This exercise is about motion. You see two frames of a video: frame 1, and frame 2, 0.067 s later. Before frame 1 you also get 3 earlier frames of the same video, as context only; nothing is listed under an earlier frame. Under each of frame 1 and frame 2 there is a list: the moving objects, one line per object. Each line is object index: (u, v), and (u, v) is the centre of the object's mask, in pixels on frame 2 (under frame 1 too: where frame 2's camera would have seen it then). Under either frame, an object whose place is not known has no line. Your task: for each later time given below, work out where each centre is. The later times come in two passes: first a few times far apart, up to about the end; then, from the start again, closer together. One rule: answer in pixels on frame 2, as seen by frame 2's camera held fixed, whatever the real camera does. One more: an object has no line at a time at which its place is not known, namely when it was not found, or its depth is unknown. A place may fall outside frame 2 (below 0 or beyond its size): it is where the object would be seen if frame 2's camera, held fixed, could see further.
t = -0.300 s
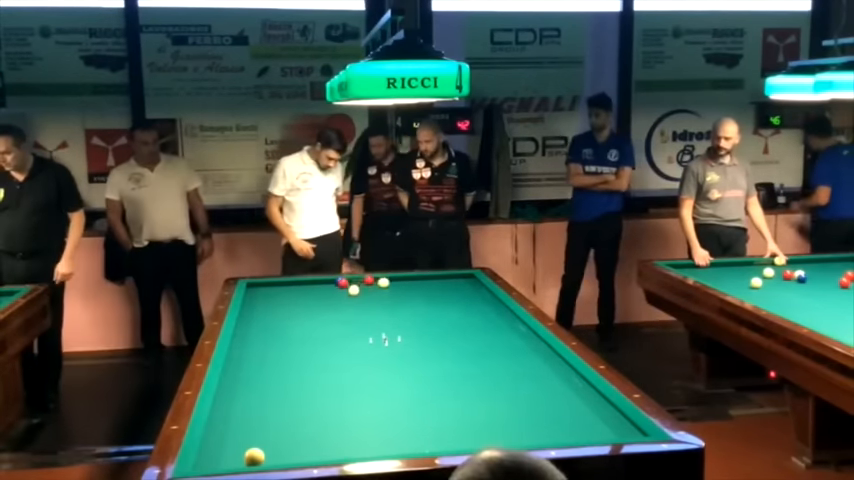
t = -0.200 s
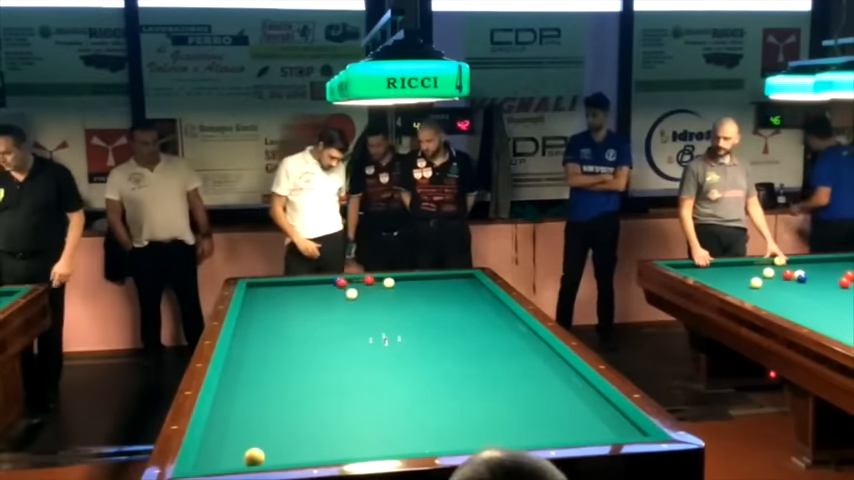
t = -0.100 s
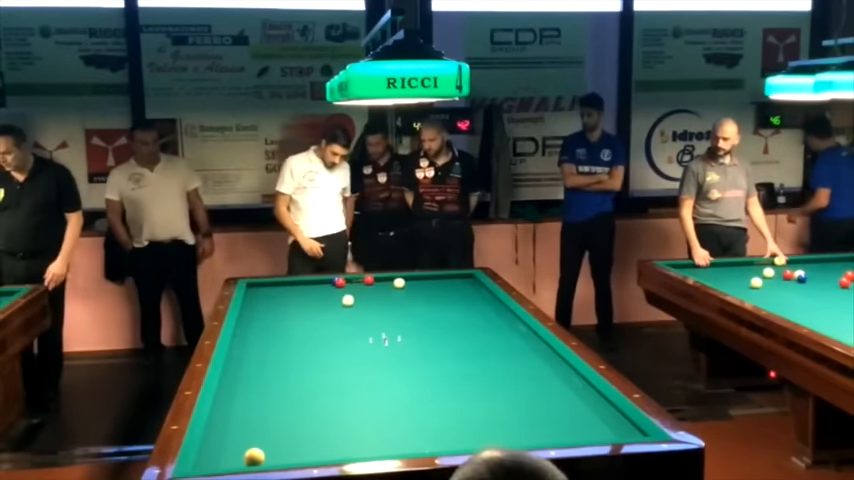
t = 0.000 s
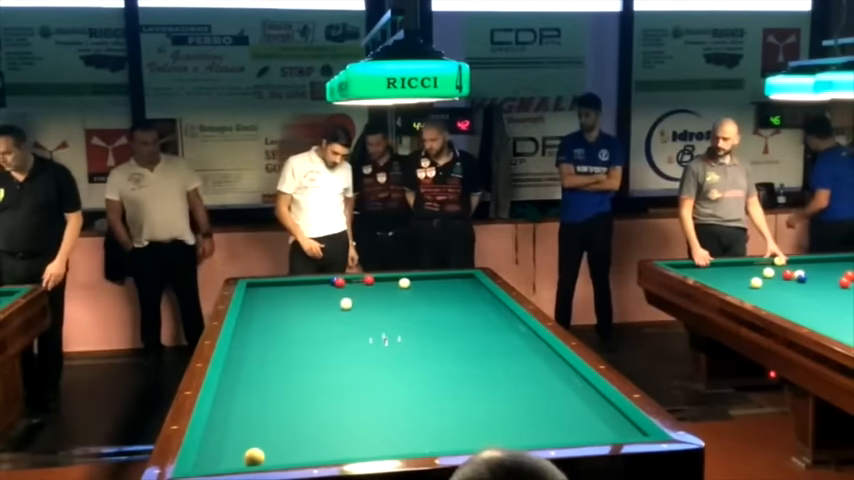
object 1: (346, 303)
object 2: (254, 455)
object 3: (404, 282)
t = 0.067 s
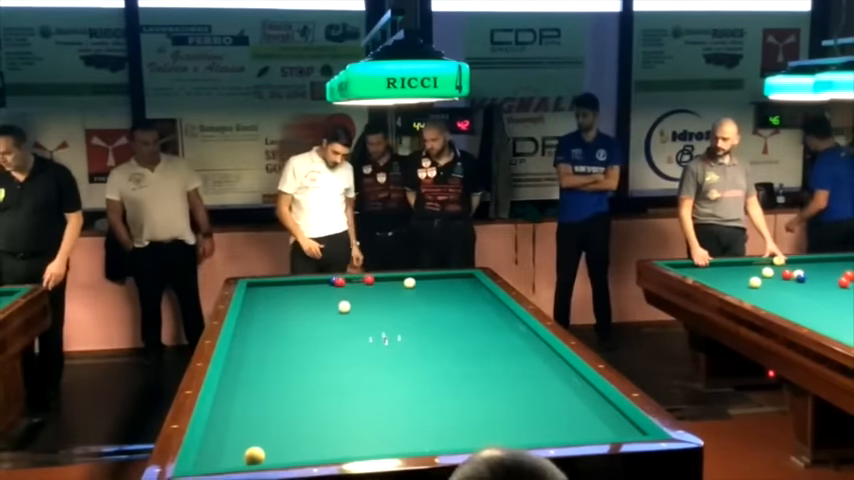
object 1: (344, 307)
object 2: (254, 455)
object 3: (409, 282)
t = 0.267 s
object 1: (337, 318)
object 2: (253, 455)
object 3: (424, 283)
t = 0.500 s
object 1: (330, 331)
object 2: (256, 451)
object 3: (442, 283)
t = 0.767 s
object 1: (320, 350)
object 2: (254, 455)
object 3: (462, 284)
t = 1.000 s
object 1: (309, 369)
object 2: (254, 455)
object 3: (478, 284)
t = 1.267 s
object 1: (295, 394)
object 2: (254, 455)
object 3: (470, 285)
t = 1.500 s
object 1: (281, 419)
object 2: (254, 454)
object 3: (463, 286)
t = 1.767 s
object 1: (269, 449)
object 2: (246, 459)
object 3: (456, 287)
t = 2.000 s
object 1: (285, 455)
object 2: (228, 449)
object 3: (449, 289)
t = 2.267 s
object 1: (294, 451)
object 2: (214, 435)
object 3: (442, 290)
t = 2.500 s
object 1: (300, 447)
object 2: (221, 423)
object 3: (437, 291)
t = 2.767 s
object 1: (308, 439)
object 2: (231, 411)
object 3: (431, 292)
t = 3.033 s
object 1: (314, 433)
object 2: (241, 400)
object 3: (425, 293)
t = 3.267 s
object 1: (320, 428)
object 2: (248, 392)
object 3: (420, 293)
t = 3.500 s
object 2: (255, 384)
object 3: (416, 294)
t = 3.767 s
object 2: (263, 375)
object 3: (411, 295)
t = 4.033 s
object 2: (269, 368)
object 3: (407, 296)
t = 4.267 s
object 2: (275, 362)
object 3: (404, 296)
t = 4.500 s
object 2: (280, 356)
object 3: (400, 297)
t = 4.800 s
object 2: (286, 349)
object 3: (397, 297)
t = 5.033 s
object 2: (290, 344)
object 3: (394, 298)
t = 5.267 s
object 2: (294, 340)
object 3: (393, 298)
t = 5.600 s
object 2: (300, 334)
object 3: (390, 299)
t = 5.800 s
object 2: (303, 330)
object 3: (389, 299)
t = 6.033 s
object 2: (306, 327)
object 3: (388, 300)
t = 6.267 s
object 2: (309, 323)
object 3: (388, 300)
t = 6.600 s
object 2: (313, 319)
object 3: (387, 300)
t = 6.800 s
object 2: (315, 317)
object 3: (387, 300)
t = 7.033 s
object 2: (317, 314)
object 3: (387, 300)
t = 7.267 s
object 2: (319, 312)
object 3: (387, 300)
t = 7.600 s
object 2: (322, 308)
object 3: (387, 300)
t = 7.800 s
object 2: (324, 306)
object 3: (387, 300)
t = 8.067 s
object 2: (326, 304)
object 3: (387, 300)
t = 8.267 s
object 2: (327, 302)
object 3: (387, 300)
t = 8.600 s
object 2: (329, 300)
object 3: (387, 300)
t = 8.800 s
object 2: (331, 298)
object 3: (387, 300)
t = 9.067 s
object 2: (332, 296)
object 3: (387, 300)
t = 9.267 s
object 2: (333, 295)
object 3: (387, 300)
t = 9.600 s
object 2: (334, 293)
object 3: (387, 300)
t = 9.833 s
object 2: (335, 292)
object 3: (387, 300)
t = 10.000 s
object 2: (336, 292)
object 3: (387, 300)
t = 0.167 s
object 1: (341, 312)
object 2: (253, 455)
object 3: (417, 282)
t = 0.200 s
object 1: (340, 314)
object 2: (253, 455)
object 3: (419, 283)
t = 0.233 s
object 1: (339, 316)
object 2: (253, 455)
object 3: (422, 283)
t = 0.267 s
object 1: (337, 318)
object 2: (253, 455)
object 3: (424, 283)
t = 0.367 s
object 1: (335, 324)
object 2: (256, 455)
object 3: (432, 283)
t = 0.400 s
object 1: (334, 325)
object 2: (256, 451)
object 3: (434, 283)
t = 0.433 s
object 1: (333, 327)
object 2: (257, 452)
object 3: (437, 283)
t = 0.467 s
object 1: (332, 329)
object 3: (440, 283)
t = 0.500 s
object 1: (330, 331)
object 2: (256, 451)
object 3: (442, 283)
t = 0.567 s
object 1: (328, 336)
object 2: (254, 455)
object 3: (447, 283)
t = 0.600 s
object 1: (326, 338)
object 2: (254, 455)
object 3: (449, 283)
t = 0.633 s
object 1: (325, 341)
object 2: (254, 455)
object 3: (452, 283)
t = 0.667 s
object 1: (324, 343)
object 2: (254, 455)
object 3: (454, 283)
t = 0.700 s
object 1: (322, 346)
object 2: (254, 455)
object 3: (457, 283)
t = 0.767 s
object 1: (320, 350)
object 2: (254, 455)
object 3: (462, 284)
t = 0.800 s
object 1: (318, 353)
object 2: (254, 455)
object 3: (464, 284)
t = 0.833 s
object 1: (317, 355)
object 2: (254, 455)
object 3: (467, 284)
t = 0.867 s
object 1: (315, 358)
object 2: (254, 455)
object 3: (469, 284)
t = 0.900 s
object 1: (314, 361)
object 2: (254, 455)
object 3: (471, 284)
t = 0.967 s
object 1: (311, 366)
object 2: (254, 455)
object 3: (476, 284)
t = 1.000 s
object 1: (309, 369)
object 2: (254, 455)
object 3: (478, 284)
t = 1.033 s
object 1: (308, 372)
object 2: (254, 455)
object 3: (477, 284)
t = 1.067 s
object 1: (306, 375)
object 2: (254, 454)
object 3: (476, 284)
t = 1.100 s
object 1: (304, 378)
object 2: (254, 455)
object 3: (475, 284)
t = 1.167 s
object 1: (301, 384)
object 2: (254, 455)
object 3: (473, 285)
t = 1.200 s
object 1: (299, 388)
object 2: (254, 455)
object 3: (472, 285)
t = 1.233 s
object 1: (297, 391)
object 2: (254, 455)
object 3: (471, 285)
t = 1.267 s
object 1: (295, 394)
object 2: (254, 455)
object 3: (470, 285)
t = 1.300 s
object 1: (293, 398)
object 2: (254, 455)
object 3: (469, 285)
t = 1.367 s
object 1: (290, 405)
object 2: (254, 455)
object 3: (467, 286)
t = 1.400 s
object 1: (287, 408)
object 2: (254, 455)
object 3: (466, 286)
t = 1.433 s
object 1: (285, 412)
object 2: (254, 455)
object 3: (465, 286)
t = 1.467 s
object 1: (283, 416)
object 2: (254, 455)
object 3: (464, 286)
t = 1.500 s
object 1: (281, 419)
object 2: (254, 454)
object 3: (463, 286)
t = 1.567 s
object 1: (277, 428)
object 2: (254, 454)
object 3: (461, 286)
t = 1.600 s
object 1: (274, 432)
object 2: (254, 454)
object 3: (460, 287)
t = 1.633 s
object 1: (272, 436)
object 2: (254, 455)
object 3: (459, 287)
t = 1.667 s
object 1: (270, 441)
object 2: (254, 455)
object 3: (458, 287)
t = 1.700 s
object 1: (268, 444)
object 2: (254, 455)
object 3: (458, 287)
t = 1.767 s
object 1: (269, 449)
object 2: (246, 459)
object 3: (456, 287)
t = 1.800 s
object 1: (272, 450)
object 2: (242, 459)
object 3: (455, 288)
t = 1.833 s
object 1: (275, 451)
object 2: (239, 458)
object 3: (454, 288)
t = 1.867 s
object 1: (277, 451)
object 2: (237, 456)
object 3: (453, 288)
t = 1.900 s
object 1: (279, 453)
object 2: (234, 454)
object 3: (452, 288)
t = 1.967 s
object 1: (283, 454)
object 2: (230, 450)
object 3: (450, 289)
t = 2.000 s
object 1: (285, 455)
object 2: (228, 449)
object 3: (449, 289)
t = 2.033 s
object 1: (287, 456)
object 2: (226, 447)
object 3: (448, 289)
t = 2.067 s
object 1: (288, 455)
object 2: (224, 445)
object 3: (447, 289)
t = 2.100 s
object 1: (289, 454)
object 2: (223, 443)
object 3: (447, 289)
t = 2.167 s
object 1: (291, 453)
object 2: (219, 440)
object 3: (445, 289)
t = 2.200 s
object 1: (292, 452)
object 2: (218, 438)
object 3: (444, 289)
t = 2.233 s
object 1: (293, 452)
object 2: (216, 437)
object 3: (444, 290)
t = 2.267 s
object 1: (294, 451)
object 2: (214, 435)
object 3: (442, 290)
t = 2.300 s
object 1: (295, 451)
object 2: (213, 433)
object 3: (442, 290)
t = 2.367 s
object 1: (297, 449)
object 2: (215, 430)
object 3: (440, 290)
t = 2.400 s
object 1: (297, 449)
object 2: (217, 428)
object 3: (439, 290)
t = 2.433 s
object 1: (298, 448)
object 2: (218, 426)
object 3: (439, 290)
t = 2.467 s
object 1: (299, 448)
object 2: (220, 425)
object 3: (438, 290)
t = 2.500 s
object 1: (300, 447)
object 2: (221, 423)
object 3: (437, 291)
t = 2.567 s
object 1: (302, 444)
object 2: (224, 420)
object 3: (435, 291)
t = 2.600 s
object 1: (303, 443)
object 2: (225, 419)
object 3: (435, 291)
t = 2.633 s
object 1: (304, 442)
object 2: (226, 417)
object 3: (434, 291)
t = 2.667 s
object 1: (305, 442)
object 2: (228, 415)
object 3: (433, 291)
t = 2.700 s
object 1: (306, 441)
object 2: (229, 414)
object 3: (432, 291)
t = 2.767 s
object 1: (308, 439)
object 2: (231, 411)
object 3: (431, 292)
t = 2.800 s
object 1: (309, 438)
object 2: (233, 410)
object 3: (430, 292)
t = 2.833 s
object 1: (309, 437)
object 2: (234, 409)
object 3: (429, 292)
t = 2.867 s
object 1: (310, 437)
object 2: (235, 407)
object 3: (428, 292)
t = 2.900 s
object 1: (311, 436)
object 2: (236, 406)
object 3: (428, 292)
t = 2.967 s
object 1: (313, 435)
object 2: (238, 403)
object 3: (426, 292)
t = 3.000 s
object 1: (313, 434)
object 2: (240, 402)
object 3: (426, 293)
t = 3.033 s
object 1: (314, 433)
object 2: (241, 400)
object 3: (425, 293)
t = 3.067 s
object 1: (315, 432)
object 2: (242, 399)
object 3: (424, 293)
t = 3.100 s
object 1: (316, 431)
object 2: (243, 398)
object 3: (424, 293)
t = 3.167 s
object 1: (317, 430)
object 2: (245, 395)
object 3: (422, 293)
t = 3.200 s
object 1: (318, 429)
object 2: (246, 394)
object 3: (422, 293)
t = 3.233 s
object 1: (319, 429)
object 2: (247, 393)
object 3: (421, 293)
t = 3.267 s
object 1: (320, 428)
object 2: (248, 392)
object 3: (420, 293)
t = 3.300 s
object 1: (320, 427)
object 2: (249, 391)
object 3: (420, 294)
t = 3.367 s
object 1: (322, 426)
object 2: (251, 388)
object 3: (418, 294)
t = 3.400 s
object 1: (322, 425)
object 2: (252, 387)
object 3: (418, 294)
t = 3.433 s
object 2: (253, 386)
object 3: (417, 294)
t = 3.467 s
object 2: (254, 385)
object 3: (416, 294)
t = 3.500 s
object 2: (255, 384)
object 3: (416, 294)
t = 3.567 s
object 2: (257, 382)
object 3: (415, 294)
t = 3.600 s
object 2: (258, 381)
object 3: (414, 295)
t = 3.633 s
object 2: (259, 379)
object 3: (413, 295)
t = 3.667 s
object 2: (260, 378)
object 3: (413, 295)
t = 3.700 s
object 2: (261, 377)
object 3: (413, 295)
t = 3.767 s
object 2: (263, 375)
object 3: (411, 295)
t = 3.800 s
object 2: (264, 374)
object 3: (411, 295)
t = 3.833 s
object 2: (264, 373)
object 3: (410, 295)
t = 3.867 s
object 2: (265, 372)
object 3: (410, 295)
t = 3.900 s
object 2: (266, 372)
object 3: (409, 295)
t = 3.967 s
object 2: (268, 370)
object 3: (408, 295)
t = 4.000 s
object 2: (268, 369)
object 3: (407, 296)
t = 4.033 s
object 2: (269, 368)
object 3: (407, 296)
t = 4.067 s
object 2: (270, 367)
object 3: (406, 296)
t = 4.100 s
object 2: (271, 366)
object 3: (406, 296)
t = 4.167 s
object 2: (272, 364)
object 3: (405, 296)
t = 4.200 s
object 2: (273, 363)
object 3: (404, 296)
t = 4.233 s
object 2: (274, 362)
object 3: (404, 296)
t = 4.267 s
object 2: (275, 362)
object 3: (404, 296)
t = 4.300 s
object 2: (276, 361)
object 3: (403, 296)
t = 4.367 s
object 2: (277, 359)
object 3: (402, 297)
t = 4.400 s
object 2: (278, 358)
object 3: (402, 297)
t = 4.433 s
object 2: (278, 357)
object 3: (401, 297)
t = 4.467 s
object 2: (279, 356)
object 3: (401, 297)
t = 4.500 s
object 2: (280, 356)
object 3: (400, 297)
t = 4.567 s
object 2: (281, 354)
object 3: (400, 297)
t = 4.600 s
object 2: (282, 353)
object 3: (399, 297)
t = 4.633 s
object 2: (283, 353)
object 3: (399, 297)
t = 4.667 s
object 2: (283, 352)
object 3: (398, 297)
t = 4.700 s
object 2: (284, 351)
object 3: (398, 297)
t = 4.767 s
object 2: (285, 350)
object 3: (397, 297)
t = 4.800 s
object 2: (286, 349)
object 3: (397, 297)
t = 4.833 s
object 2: (286, 348)
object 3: (396, 298)
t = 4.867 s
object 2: (287, 348)
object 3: (396, 298)
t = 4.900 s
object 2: (288, 347)
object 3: (396, 298)
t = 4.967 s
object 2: (289, 346)
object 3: (395, 298)
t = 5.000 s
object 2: (290, 345)
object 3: (395, 298)
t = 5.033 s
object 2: (290, 344)
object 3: (394, 298)
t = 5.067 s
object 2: (291, 344)
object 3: (394, 298)
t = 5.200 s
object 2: (293, 341)
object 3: (393, 298)
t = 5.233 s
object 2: (294, 340)
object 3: (393, 298)
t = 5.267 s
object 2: (294, 340)
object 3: (393, 298)
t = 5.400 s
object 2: (296, 337)
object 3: (391, 299)
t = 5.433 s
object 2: (297, 337)
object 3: (391, 299)
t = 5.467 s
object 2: (298, 336)
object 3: (391, 299)
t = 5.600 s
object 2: (300, 334)
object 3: (390, 299)
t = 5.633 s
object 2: (300, 333)
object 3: (390, 299)
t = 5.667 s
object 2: (301, 333)
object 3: (390, 299)
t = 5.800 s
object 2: (303, 330)
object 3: (389, 299)
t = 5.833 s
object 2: (303, 330)
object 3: (389, 299)
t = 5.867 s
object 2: (304, 329)
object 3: (389, 299)
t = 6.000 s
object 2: (306, 327)
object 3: (388, 300)
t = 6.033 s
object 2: (306, 327)
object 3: (388, 300)
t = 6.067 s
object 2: (306, 326)
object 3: (388, 300)
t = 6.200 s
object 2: (308, 325)
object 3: (388, 300)
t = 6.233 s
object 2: (309, 324)
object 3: (388, 300)
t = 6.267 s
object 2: (309, 323)
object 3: (388, 300)
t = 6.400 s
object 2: (311, 322)
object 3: (387, 300)
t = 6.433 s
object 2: (311, 321)
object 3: (387, 300)
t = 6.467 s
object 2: (311, 321)
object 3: (387, 300)
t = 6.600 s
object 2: (313, 319)
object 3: (387, 300)
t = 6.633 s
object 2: (313, 319)
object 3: (387, 300)
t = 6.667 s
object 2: (314, 319)
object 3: (387, 300)
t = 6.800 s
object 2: (315, 317)
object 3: (387, 300)
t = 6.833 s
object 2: (315, 317)
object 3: (387, 300)
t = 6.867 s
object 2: (316, 316)
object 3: (387, 300)
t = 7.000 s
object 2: (317, 315)
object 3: (387, 300)
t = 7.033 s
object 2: (317, 314)
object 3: (387, 300)
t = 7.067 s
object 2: (318, 314)
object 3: (387, 300)
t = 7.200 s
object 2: (319, 312)
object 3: (387, 300)
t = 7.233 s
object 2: (319, 312)
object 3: (387, 300)
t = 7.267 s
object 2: (319, 312)
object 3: (387, 300)
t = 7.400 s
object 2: (321, 310)
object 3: (387, 300)
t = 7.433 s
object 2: (321, 310)
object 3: (387, 300)
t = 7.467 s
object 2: (321, 309)
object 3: (387, 300)
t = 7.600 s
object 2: (322, 308)
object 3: (387, 300)
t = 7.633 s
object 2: (323, 308)
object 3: (387, 300)
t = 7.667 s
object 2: (323, 308)
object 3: (387, 300)
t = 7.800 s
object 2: (324, 306)
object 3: (387, 300)
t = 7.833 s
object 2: (324, 306)
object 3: (387, 300)
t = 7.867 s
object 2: (324, 306)
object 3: (387, 300)
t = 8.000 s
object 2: (325, 304)
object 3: (387, 300)
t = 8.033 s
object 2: (326, 304)
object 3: (387, 300)
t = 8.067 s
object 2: (326, 304)
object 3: (387, 300)
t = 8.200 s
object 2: (327, 303)
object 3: (387, 300)
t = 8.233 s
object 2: (327, 302)
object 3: (387, 300)
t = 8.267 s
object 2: (327, 302)
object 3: (387, 300)
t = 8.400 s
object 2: (328, 301)
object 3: (387, 300)
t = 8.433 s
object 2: (328, 301)
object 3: (387, 300)
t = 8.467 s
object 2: (328, 301)
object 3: (387, 300)
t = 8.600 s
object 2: (329, 300)
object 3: (387, 300)
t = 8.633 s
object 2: (330, 299)
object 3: (387, 300)
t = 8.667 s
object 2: (330, 299)
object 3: (387, 300)
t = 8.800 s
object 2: (331, 298)
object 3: (387, 300)
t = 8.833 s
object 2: (331, 298)
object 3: (387, 300)
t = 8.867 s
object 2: (331, 298)
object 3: (387, 300)
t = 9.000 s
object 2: (331, 297)
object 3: (387, 300)
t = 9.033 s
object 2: (332, 297)
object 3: (387, 300)
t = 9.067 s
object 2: (332, 296)
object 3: (387, 300)
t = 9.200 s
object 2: (333, 296)
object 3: (387, 300)
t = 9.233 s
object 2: (333, 295)
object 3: (387, 300)
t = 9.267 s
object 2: (333, 295)
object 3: (387, 300)
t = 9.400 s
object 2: (334, 294)
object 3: (387, 300)
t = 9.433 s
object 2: (334, 294)
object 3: (387, 300)
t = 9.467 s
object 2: (334, 294)
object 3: (387, 300)
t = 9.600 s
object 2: (334, 293)
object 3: (387, 300)
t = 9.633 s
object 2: (334, 293)
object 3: (387, 300)
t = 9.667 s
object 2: (334, 293)
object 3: (387, 300)
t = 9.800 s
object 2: (335, 292)
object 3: (387, 299)
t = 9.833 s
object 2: (335, 292)
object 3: (387, 300)
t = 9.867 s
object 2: (335, 292)
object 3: (387, 300)
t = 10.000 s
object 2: (336, 292)
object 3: (387, 300)
